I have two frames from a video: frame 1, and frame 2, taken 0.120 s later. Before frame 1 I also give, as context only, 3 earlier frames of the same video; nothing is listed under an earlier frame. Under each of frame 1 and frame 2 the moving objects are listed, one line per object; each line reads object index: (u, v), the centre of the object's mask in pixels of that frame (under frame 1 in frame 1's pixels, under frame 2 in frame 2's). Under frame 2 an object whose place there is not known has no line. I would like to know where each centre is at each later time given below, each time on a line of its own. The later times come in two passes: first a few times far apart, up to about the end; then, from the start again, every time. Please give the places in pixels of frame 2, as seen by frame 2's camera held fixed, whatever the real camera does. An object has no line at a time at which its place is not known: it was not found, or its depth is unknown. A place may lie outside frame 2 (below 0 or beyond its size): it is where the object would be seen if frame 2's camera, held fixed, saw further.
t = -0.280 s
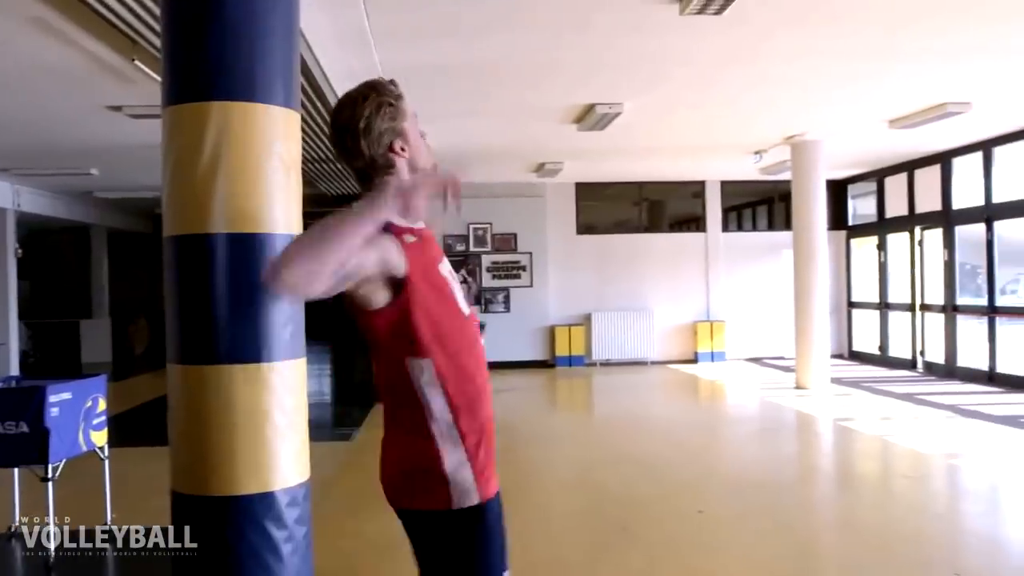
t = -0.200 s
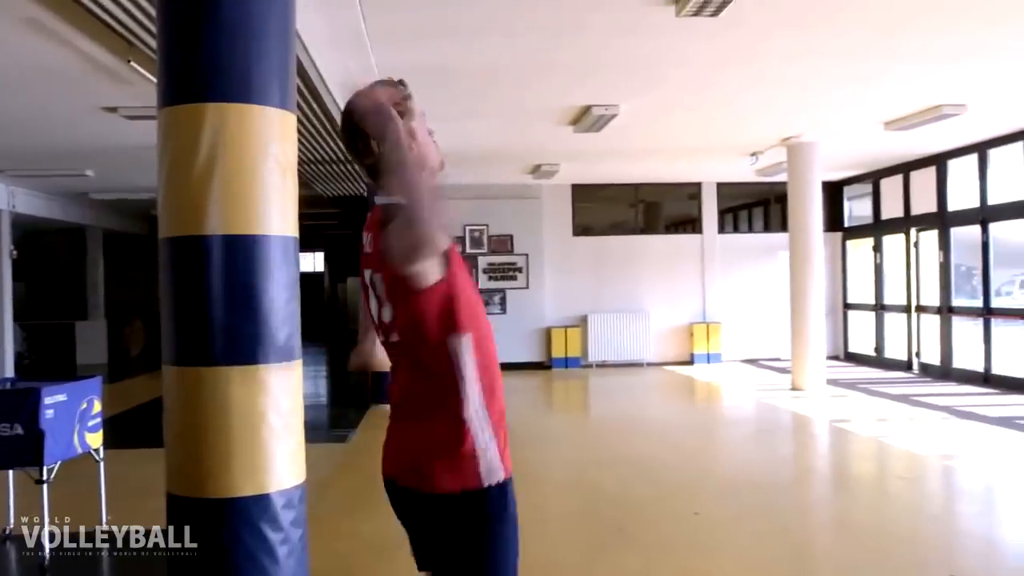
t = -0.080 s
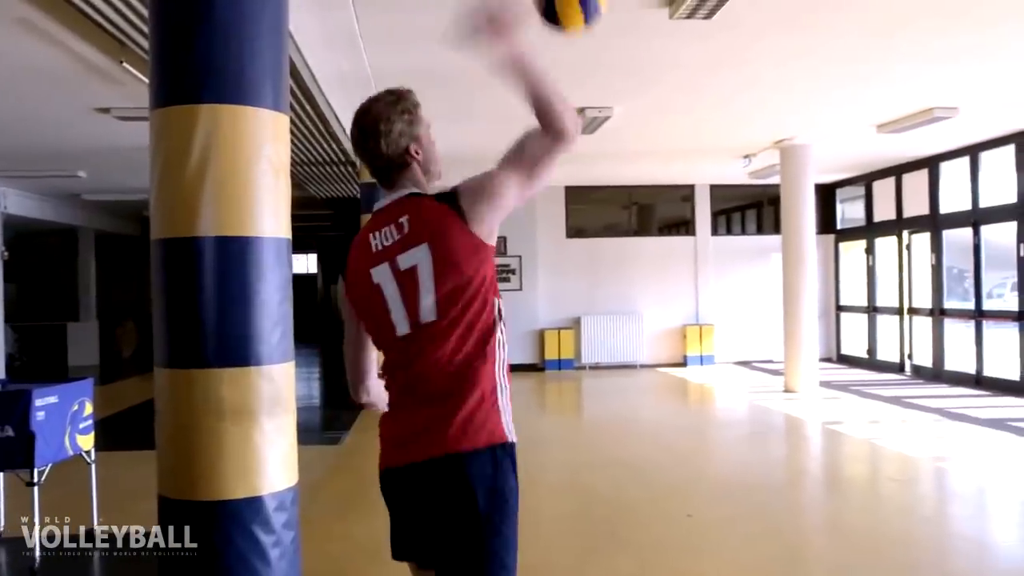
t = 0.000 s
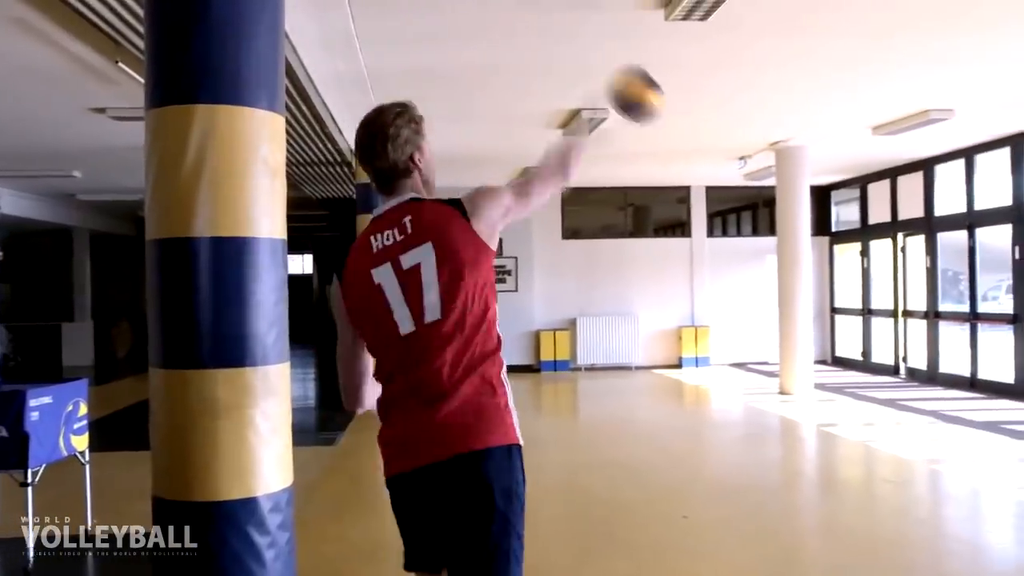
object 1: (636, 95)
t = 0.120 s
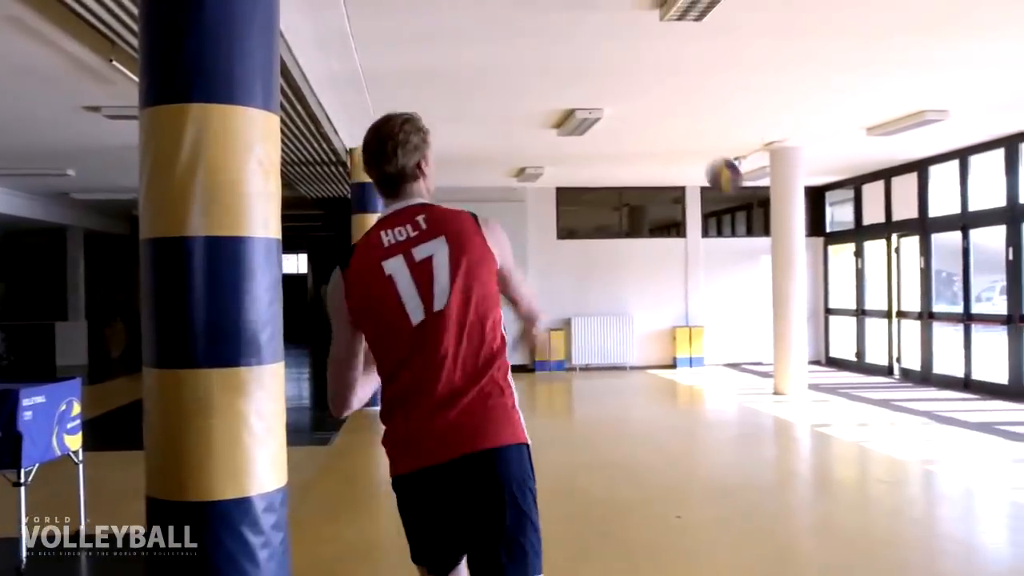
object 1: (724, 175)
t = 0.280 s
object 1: (774, 222)
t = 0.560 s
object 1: (662, 319)
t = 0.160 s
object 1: (745, 189)
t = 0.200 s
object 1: (759, 201)
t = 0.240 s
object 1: (767, 209)
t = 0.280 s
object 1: (774, 222)
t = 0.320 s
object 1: (775, 232)
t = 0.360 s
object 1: (758, 243)
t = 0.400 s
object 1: (739, 255)
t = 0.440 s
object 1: (720, 269)
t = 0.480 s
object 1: (700, 284)
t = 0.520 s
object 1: (681, 301)
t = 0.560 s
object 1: (662, 319)
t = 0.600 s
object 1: (643, 337)
